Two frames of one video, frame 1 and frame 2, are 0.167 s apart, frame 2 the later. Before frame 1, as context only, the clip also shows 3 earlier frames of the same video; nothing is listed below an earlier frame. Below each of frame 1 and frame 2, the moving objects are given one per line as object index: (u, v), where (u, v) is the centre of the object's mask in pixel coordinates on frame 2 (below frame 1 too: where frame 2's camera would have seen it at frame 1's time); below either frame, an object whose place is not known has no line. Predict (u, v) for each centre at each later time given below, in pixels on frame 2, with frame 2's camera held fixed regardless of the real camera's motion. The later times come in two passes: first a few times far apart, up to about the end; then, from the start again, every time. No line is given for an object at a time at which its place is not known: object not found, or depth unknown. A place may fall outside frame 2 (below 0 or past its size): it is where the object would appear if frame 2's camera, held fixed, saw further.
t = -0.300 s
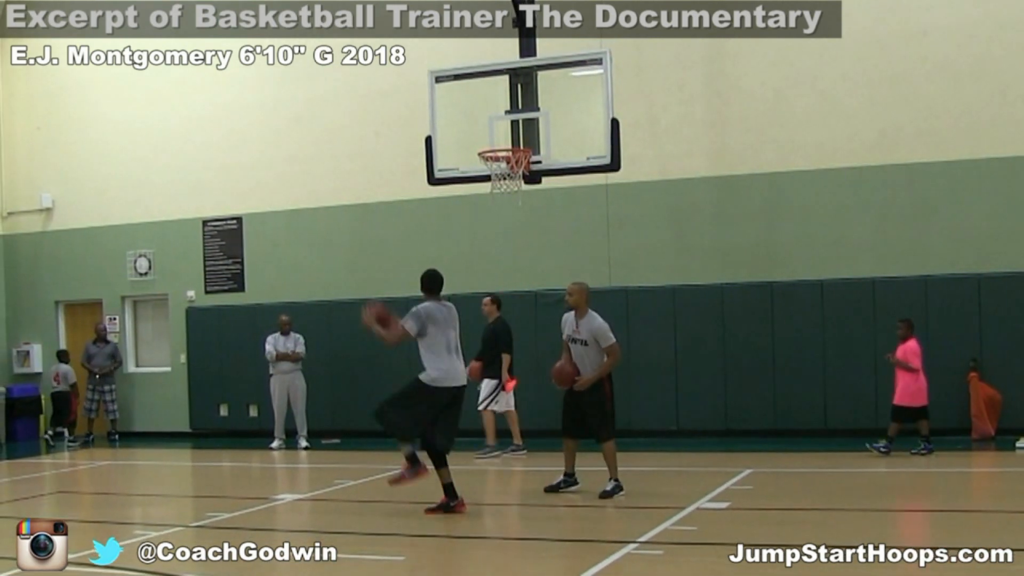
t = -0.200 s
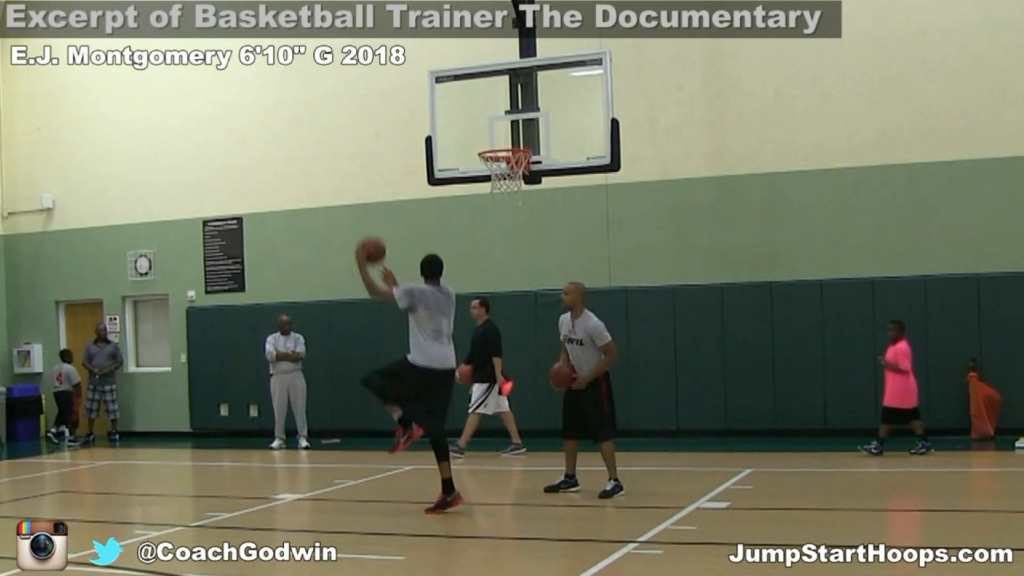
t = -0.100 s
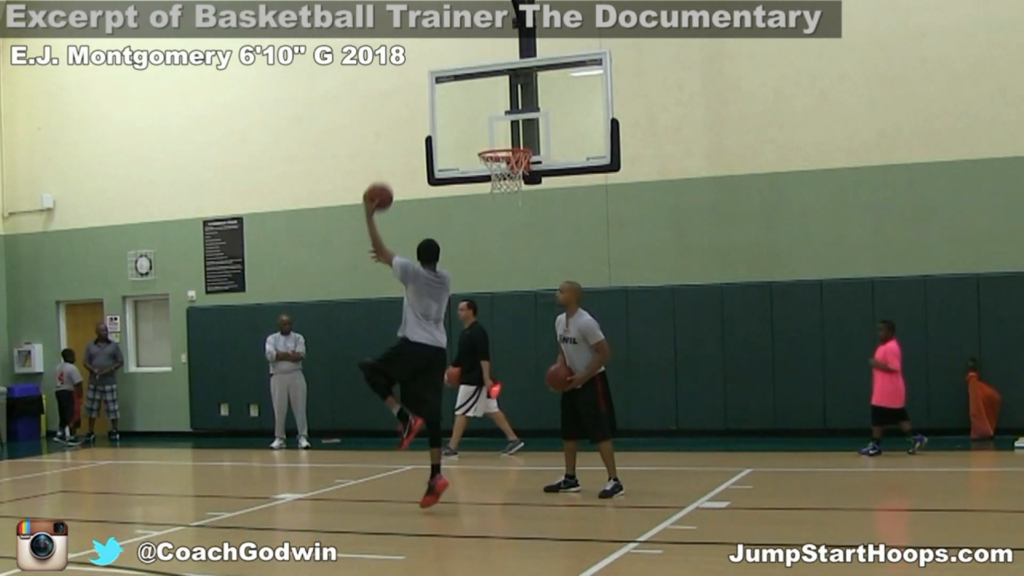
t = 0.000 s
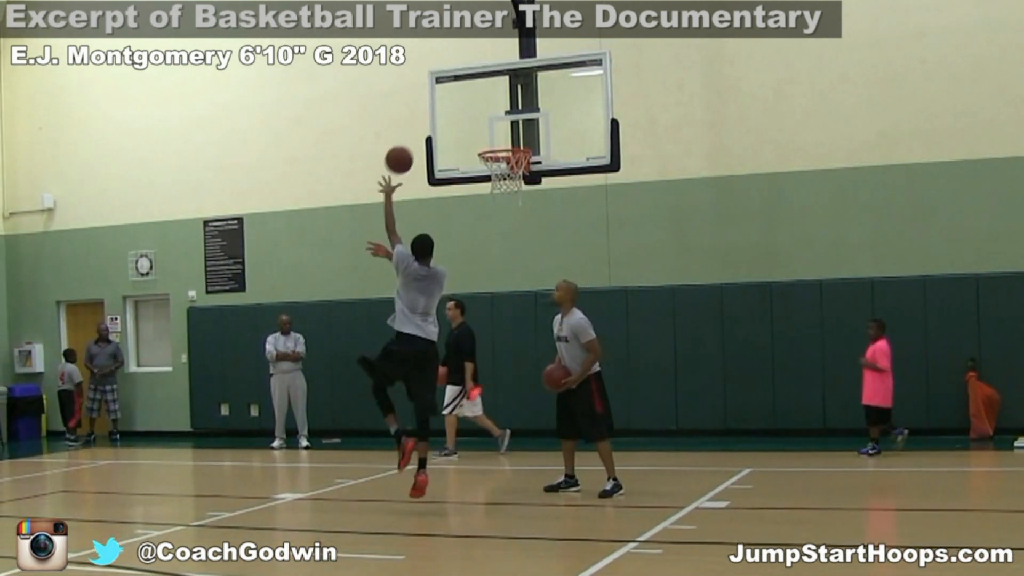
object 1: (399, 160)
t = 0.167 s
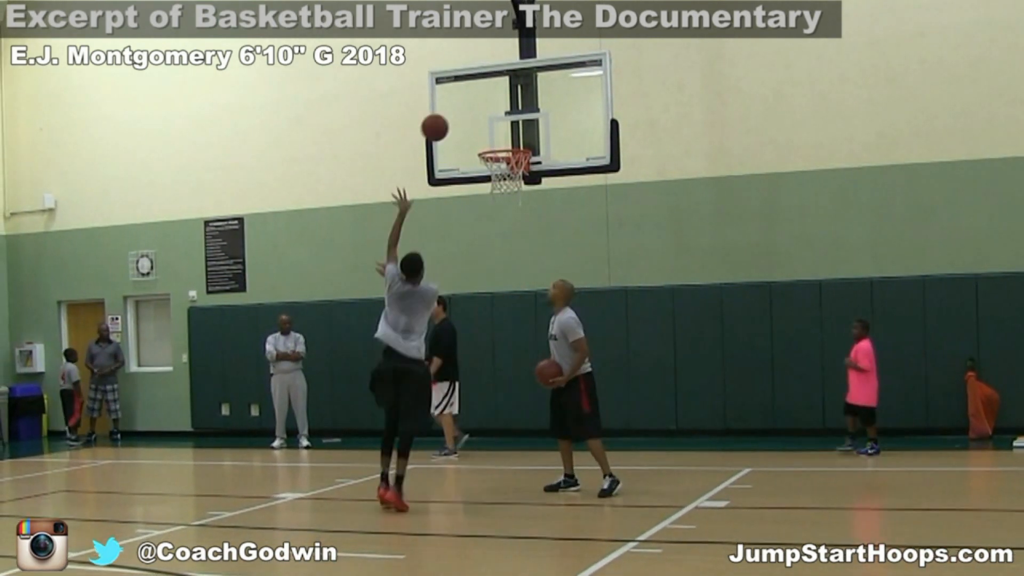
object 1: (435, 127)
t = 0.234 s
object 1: (449, 123)
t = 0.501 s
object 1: (504, 153)
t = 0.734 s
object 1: (517, 189)
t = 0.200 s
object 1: (441, 125)
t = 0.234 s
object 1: (449, 123)
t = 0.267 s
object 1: (455, 123)
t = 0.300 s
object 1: (462, 124)
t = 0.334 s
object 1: (469, 126)
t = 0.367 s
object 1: (476, 129)
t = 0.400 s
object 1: (483, 134)
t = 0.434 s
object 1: (489, 139)
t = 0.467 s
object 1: (496, 142)
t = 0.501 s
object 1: (504, 153)
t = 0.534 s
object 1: (511, 158)
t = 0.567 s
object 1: (516, 170)
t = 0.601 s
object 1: (514, 178)
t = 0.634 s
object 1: (516, 180)
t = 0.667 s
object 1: (516, 182)
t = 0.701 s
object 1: (517, 184)
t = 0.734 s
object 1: (517, 189)
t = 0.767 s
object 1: (516, 196)
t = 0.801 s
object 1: (516, 204)
